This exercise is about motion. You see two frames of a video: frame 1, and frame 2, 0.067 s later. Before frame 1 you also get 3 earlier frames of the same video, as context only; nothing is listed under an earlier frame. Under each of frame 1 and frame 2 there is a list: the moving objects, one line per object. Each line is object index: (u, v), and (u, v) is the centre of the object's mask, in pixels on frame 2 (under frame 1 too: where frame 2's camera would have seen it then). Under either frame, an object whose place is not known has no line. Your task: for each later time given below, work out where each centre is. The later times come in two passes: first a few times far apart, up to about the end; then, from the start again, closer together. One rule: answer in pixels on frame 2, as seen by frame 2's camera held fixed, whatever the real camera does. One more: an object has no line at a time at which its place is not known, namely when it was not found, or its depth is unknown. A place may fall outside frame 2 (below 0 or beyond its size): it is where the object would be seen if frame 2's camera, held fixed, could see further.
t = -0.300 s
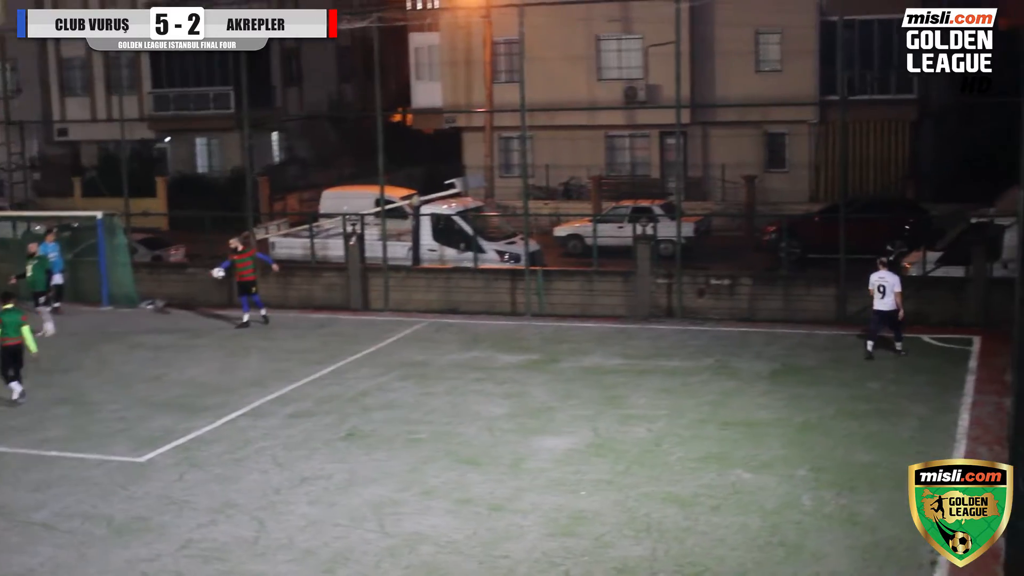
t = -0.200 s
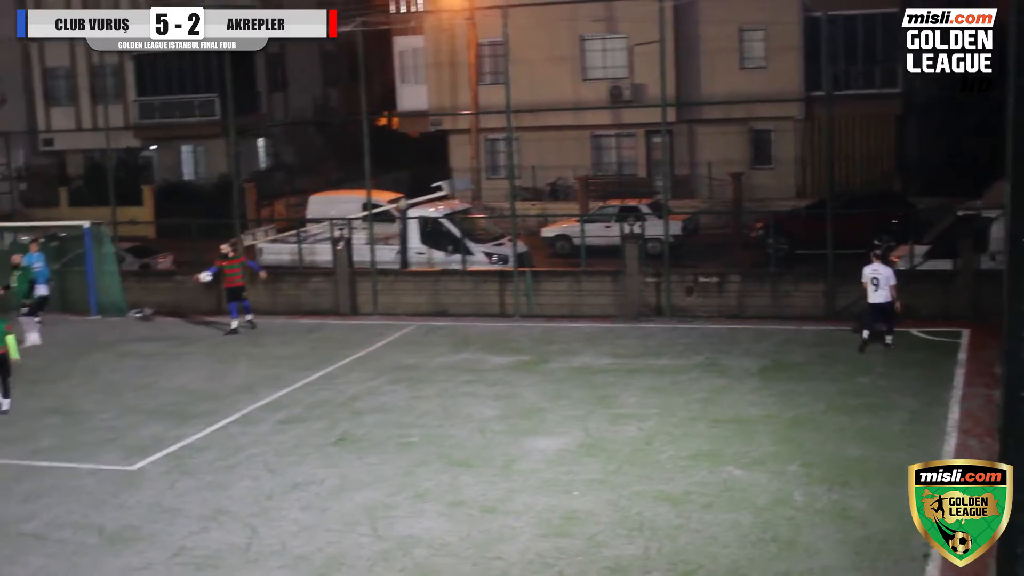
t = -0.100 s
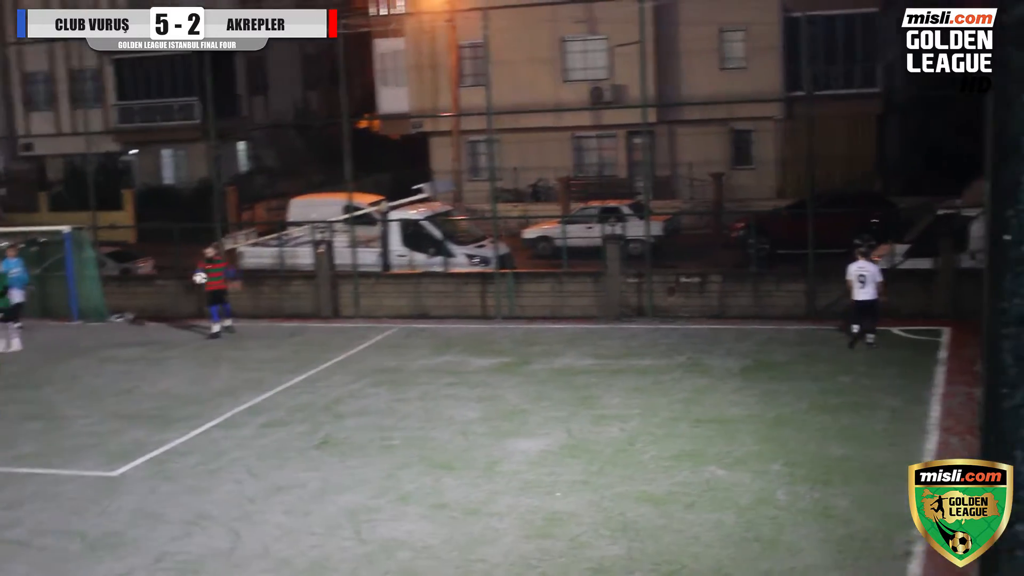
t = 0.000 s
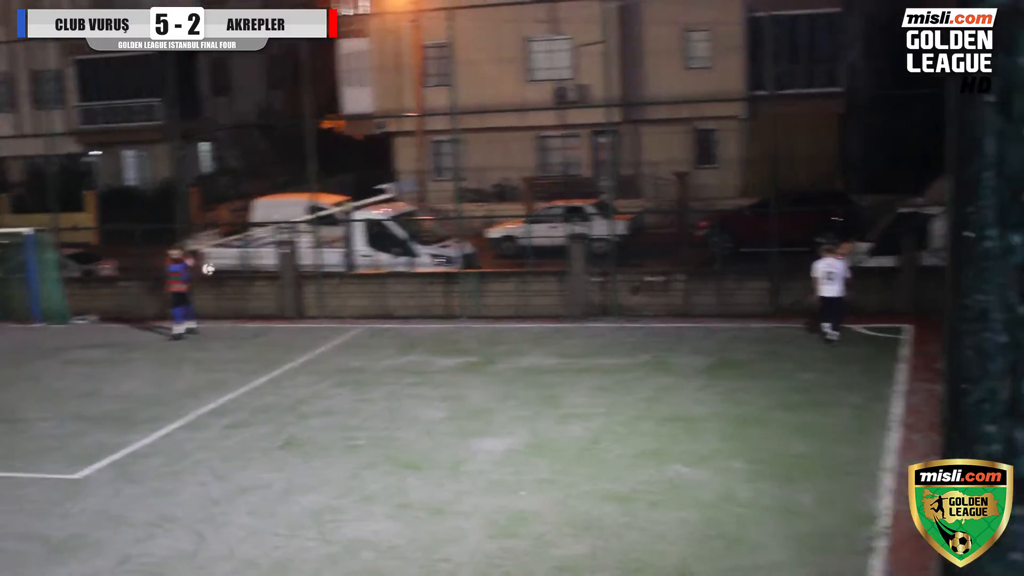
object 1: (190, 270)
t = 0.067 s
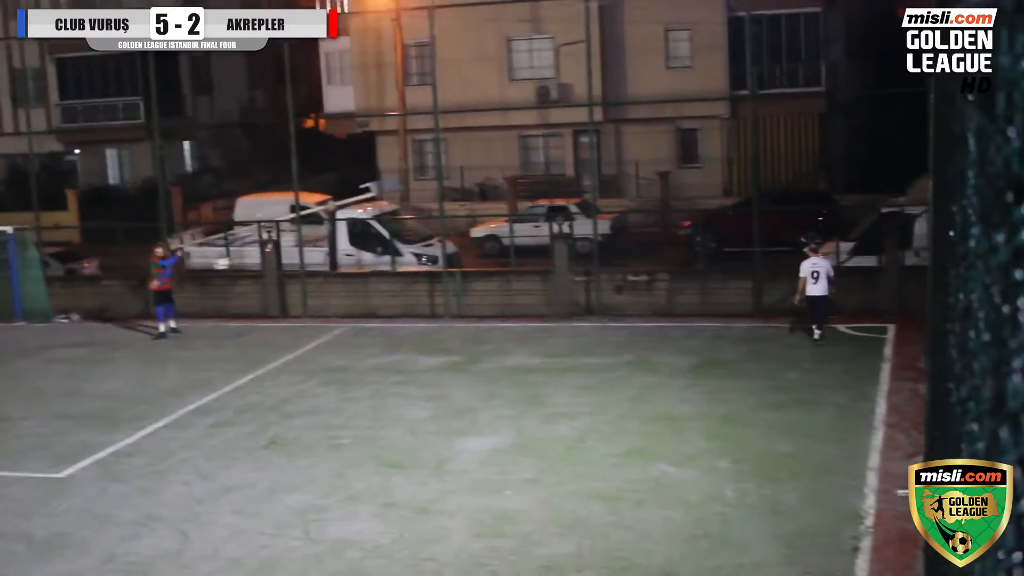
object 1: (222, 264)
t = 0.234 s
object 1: (300, 263)
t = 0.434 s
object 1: (394, 280)
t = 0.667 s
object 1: (500, 321)
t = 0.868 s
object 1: (543, 285)
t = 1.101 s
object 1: (592, 268)
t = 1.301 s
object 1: (636, 278)
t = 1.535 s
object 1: (687, 316)
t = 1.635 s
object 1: (711, 303)
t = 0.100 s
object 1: (238, 262)
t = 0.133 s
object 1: (254, 263)
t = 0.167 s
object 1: (269, 262)
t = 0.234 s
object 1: (300, 263)
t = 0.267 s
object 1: (315, 265)
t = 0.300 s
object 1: (333, 266)
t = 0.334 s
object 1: (347, 269)
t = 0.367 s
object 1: (362, 272)
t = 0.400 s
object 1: (379, 276)
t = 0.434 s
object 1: (394, 280)
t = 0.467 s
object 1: (410, 285)
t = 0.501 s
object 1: (426, 291)
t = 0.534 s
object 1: (441, 297)
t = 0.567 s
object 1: (457, 304)
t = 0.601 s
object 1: (472, 312)
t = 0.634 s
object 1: (488, 320)
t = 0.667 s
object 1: (500, 321)
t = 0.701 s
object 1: (507, 313)
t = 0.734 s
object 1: (514, 307)
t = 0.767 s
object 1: (521, 300)
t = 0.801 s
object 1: (528, 294)
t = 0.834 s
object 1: (535, 288)
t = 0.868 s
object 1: (543, 285)
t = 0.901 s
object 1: (549, 280)
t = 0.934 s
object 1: (556, 276)
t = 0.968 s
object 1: (564, 274)
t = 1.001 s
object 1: (570, 271)
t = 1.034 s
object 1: (578, 270)
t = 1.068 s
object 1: (585, 269)
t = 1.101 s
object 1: (592, 268)
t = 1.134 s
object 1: (600, 269)
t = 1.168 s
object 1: (607, 269)
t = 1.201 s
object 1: (614, 270)
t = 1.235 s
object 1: (622, 273)
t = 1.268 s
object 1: (629, 275)
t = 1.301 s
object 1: (636, 278)
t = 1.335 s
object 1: (644, 282)
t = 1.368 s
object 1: (650, 286)
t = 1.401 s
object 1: (658, 291)
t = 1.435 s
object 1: (666, 297)
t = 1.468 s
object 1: (673, 303)
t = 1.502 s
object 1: (680, 310)
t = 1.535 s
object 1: (687, 316)
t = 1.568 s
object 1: (696, 314)
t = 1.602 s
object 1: (703, 310)
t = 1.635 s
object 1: (711, 303)
